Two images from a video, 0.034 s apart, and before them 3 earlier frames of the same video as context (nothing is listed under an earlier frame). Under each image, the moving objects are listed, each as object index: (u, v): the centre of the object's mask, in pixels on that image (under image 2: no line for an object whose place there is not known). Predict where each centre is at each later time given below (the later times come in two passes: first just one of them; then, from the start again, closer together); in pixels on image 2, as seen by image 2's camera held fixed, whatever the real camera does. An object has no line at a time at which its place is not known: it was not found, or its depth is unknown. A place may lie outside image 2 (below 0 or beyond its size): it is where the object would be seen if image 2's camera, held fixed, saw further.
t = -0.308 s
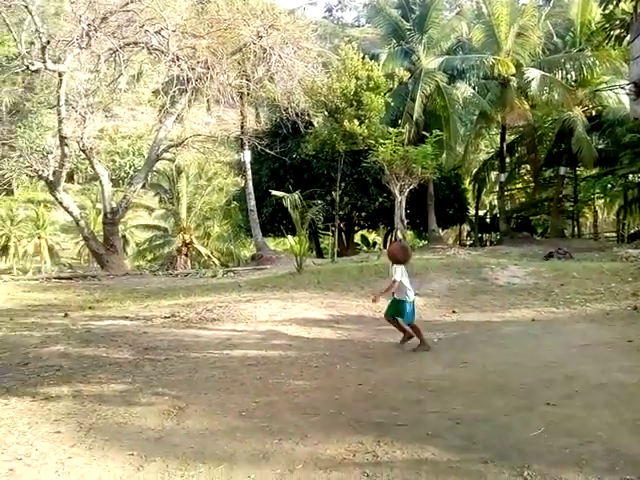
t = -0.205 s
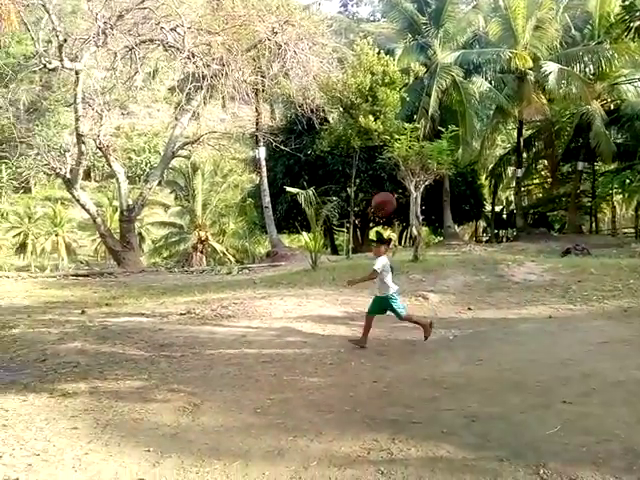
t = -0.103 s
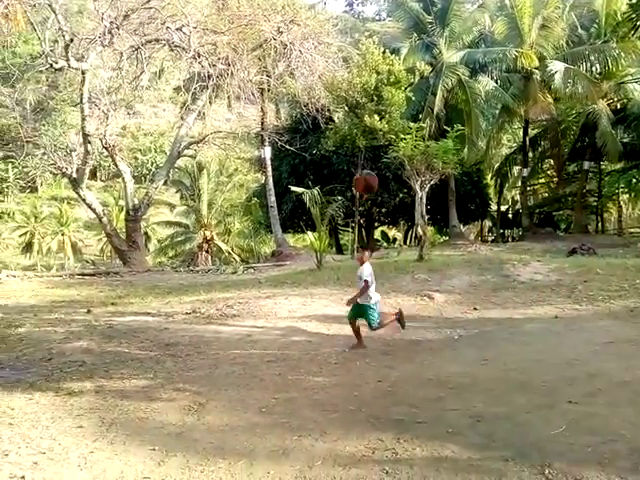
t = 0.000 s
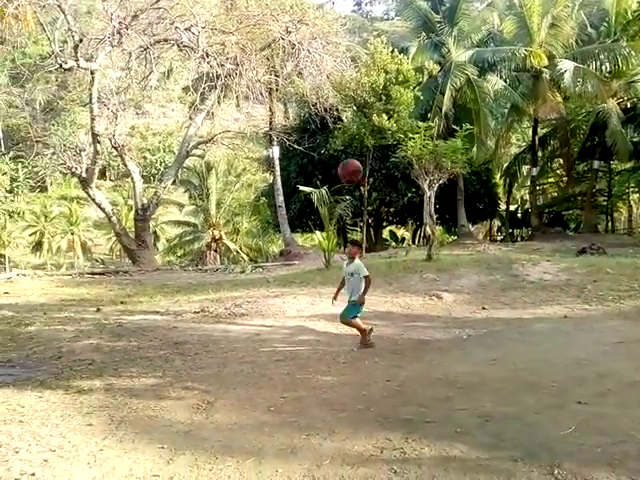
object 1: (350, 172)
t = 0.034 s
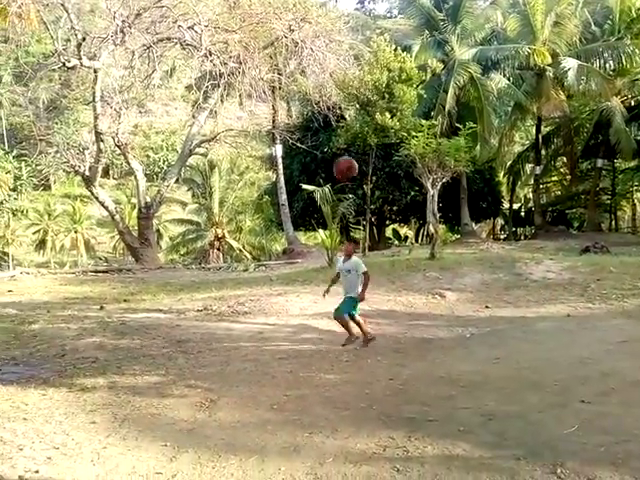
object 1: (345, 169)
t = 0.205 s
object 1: (305, 183)
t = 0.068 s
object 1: (337, 168)
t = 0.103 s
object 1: (329, 170)
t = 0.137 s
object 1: (321, 173)
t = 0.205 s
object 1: (305, 183)
